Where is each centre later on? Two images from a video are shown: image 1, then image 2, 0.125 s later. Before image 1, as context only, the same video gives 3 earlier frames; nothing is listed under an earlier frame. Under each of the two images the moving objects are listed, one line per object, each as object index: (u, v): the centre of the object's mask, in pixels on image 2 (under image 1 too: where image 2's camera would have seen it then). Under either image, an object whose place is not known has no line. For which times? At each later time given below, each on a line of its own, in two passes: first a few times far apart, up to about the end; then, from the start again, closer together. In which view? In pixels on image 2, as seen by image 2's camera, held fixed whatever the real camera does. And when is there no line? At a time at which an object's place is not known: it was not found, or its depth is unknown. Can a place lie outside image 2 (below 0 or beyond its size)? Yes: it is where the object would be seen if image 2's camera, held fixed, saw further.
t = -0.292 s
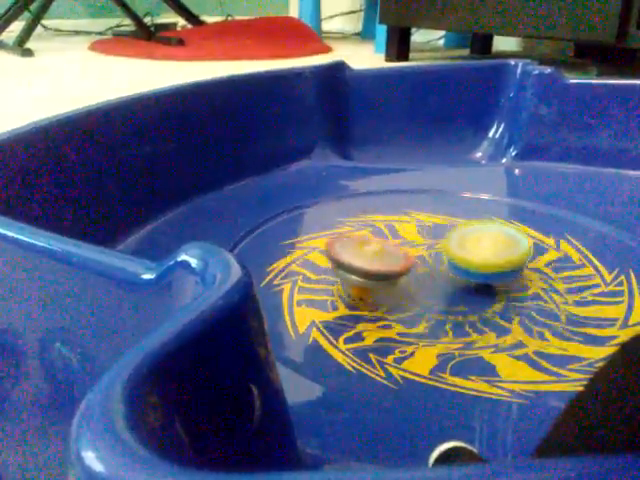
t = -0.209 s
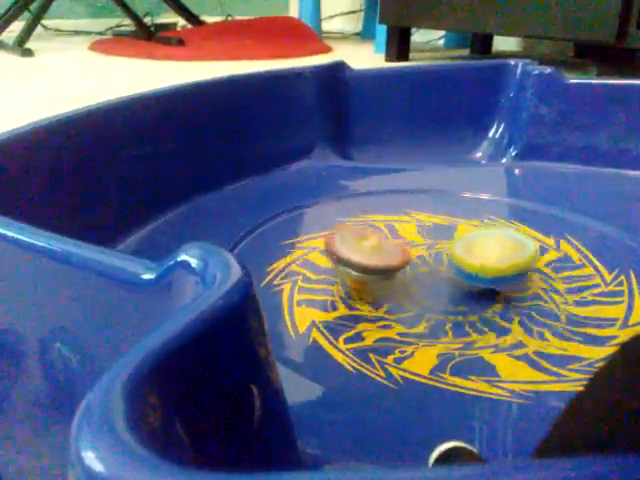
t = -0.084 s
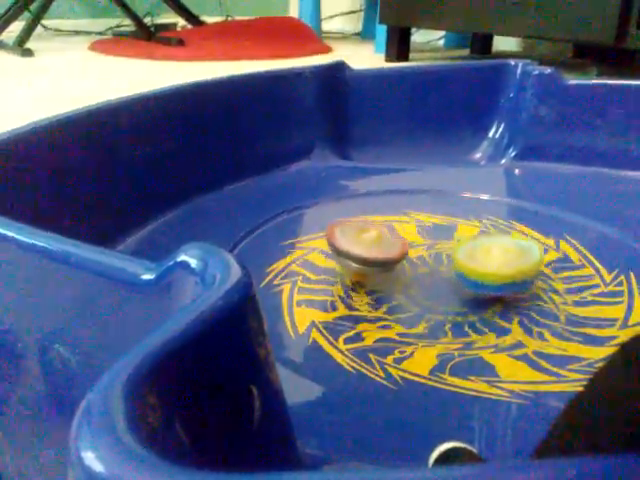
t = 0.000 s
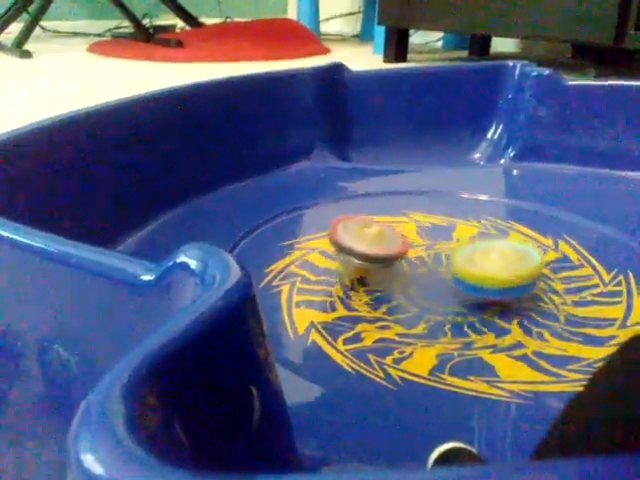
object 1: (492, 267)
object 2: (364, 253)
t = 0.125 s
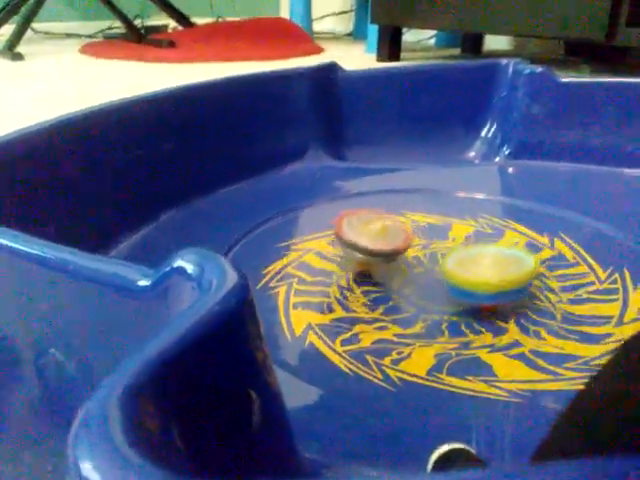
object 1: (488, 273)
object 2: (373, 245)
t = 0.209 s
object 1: (483, 276)
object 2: (380, 242)
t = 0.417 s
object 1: (457, 280)
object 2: (405, 228)
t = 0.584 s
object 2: (428, 224)
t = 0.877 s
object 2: (471, 233)
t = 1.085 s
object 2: (500, 243)
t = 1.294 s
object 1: (410, 247)
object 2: (520, 253)
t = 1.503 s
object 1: (429, 244)
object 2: (530, 270)
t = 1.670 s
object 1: (448, 243)
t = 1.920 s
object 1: (467, 241)
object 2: (505, 303)
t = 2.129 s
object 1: (468, 238)
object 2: (485, 306)
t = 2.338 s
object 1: (466, 241)
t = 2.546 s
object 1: (464, 247)
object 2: (427, 287)
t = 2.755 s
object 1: (488, 237)
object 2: (379, 283)
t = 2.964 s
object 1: (499, 235)
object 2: (375, 272)
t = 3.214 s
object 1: (497, 243)
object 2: (395, 252)
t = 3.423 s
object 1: (523, 261)
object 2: (398, 240)
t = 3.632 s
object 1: (519, 275)
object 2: (426, 234)
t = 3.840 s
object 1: (483, 281)
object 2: (453, 231)
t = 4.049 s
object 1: (440, 277)
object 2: (489, 240)
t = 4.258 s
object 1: (410, 263)
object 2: (506, 251)
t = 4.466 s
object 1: (410, 247)
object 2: (509, 265)
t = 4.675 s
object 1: (433, 237)
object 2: (495, 278)
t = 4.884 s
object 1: (465, 236)
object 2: (466, 285)
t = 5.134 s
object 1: (494, 257)
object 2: (424, 286)
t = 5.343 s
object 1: (487, 270)
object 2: (403, 284)
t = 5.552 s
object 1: (495, 278)
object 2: (373, 261)
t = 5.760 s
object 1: (474, 281)
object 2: (383, 250)
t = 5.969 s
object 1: (456, 279)
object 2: (398, 237)
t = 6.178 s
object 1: (456, 282)
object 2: (422, 223)
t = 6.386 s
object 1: (451, 277)
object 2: (451, 221)
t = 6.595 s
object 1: (425, 281)
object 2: (489, 229)
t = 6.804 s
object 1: (373, 287)
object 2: (519, 231)
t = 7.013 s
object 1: (371, 276)
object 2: (512, 246)
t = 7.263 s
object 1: (399, 268)
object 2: (492, 259)
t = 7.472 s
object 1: (396, 275)
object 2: (485, 255)
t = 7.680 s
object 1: (378, 276)
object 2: (478, 246)
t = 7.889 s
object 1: (383, 271)
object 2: (471, 235)
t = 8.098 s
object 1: (410, 272)
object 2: (472, 230)
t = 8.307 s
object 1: (435, 283)
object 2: (470, 229)
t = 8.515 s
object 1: (437, 291)
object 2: (460, 237)
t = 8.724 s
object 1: (427, 287)
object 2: (446, 240)
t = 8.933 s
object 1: (424, 286)
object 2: (435, 236)
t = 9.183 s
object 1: (441, 288)
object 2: (419, 230)
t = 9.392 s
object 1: (459, 288)
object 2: (417, 229)
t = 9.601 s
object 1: (476, 286)
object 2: (419, 236)
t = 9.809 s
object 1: (489, 285)
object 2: (419, 245)
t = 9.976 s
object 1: (495, 282)
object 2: (417, 252)
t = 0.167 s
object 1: (485, 274)
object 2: (376, 242)
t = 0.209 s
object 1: (483, 276)
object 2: (380, 242)
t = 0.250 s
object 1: (478, 277)
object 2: (384, 241)
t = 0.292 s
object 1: (473, 278)
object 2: (389, 238)
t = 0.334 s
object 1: (468, 279)
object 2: (394, 236)
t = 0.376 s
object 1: (463, 280)
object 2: (398, 233)
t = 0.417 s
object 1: (457, 280)
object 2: (405, 228)
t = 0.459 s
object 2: (408, 228)
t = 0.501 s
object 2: (412, 230)
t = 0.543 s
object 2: (421, 226)
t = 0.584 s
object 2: (428, 224)
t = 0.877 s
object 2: (471, 233)
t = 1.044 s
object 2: (494, 244)
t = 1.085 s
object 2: (500, 243)
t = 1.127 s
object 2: (504, 243)
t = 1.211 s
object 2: (515, 246)
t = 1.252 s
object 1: (408, 248)
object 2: (518, 251)
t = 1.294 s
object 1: (410, 247)
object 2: (520, 253)
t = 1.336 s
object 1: (412, 247)
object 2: (523, 256)
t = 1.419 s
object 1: (421, 245)
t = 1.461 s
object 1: (425, 244)
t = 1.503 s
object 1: (429, 244)
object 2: (530, 270)
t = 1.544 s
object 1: (434, 243)
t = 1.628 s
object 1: (444, 244)
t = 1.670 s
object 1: (448, 243)
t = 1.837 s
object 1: (461, 244)
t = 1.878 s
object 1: (466, 242)
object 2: (508, 298)
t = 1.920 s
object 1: (467, 241)
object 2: (505, 303)
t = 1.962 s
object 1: (467, 240)
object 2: (501, 303)
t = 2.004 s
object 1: (468, 239)
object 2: (498, 304)
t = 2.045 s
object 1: (469, 239)
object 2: (495, 305)
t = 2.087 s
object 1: (468, 239)
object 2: (490, 305)
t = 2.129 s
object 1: (468, 238)
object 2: (485, 306)
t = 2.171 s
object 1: (468, 238)
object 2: (481, 306)
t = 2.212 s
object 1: (468, 239)
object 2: (475, 305)
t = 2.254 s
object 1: (468, 240)
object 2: (467, 304)
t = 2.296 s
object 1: (468, 241)
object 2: (462, 300)
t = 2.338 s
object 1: (466, 241)
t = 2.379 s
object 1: (466, 242)
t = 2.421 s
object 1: (464, 243)
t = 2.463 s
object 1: (463, 244)
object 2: (439, 292)
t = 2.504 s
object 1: (463, 246)
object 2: (432, 288)
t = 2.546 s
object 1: (464, 247)
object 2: (427, 287)
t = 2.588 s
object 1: (469, 247)
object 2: (412, 291)
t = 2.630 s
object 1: (476, 244)
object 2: (397, 291)
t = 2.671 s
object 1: (482, 243)
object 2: (391, 291)
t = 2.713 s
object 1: (485, 242)
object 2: (386, 289)
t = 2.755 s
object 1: (488, 237)
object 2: (379, 283)
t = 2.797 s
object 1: (490, 237)
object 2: (377, 281)
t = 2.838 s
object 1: (493, 235)
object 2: (375, 278)
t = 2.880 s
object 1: (496, 235)
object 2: (375, 277)
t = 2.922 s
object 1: (498, 234)
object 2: (374, 273)
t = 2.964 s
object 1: (499, 235)
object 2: (375, 272)
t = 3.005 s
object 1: (500, 236)
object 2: (378, 265)
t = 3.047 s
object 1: (500, 236)
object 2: (380, 263)
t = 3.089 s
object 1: (500, 238)
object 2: (383, 262)
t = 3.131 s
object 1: (499, 239)
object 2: (386, 257)
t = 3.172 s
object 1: (499, 241)
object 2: (390, 255)
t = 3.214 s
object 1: (497, 243)
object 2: (395, 252)
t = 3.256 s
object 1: (493, 246)
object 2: (402, 253)
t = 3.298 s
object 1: (492, 247)
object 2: (405, 252)
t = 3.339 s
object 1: (504, 253)
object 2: (397, 243)
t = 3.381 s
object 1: (518, 257)
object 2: (395, 242)
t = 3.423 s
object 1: (523, 261)
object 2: (398, 240)
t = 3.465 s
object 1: (526, 264)
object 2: (402, 238)
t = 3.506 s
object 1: (526, 267)
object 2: (409, 237)
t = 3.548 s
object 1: (525, 270)
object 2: (414, 236)
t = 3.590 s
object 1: (523, 273)
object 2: (419, 236)
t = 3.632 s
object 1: (519, 275)
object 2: (426, 234)
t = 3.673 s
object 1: (515, 276)
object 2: (432, 233)
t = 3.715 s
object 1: (507, 278)
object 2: (437, 233)
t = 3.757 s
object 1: (500, 281)
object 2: (443, 231)
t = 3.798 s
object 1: (493, 281)
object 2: (448, 231)
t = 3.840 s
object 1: (483, 281)
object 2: (453, 231)
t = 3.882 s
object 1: (474, 281)
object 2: (461, 231)
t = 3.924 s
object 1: (466, 280)
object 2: (468, 230)
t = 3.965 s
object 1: (457, 280)
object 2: (476, 232)
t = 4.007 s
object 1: (447, 278)
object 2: (482, 233)
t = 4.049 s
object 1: (440, 277)
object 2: (489, 240)
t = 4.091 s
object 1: (432, 274)
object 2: (492, 241)
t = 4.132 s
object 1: (424, 272)
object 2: (495, 244)
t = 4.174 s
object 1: (420, 269)
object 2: (498, 245)
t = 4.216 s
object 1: (414, 267)
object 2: (502, 248)
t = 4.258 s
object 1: (410, 263)
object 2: (506, 251)
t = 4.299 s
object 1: (409, 259)
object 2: (507, 253)
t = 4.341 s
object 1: (407, 255)
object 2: (509, 256)
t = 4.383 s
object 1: (407, 252)
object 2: (511, 259)
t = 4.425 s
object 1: (408, 250)
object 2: (510, 262)
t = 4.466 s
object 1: (410, 247)
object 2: (509, 265)
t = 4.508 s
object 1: (414, 244)
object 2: (508, 269)
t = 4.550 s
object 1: (418, 242)
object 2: (507, 271)
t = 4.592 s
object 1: (422, 240)
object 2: (503, 274)
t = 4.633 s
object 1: (427, 238)
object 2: (497, 278)
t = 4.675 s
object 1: (433, 237)
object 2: (495, 278)
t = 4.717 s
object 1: (439, 237)
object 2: (492, 279)
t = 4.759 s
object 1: (445, 236)
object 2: (487, 281)
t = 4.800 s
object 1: (451, 235)
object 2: (481, 283)
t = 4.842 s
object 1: (458, 236)
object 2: (473, 284)
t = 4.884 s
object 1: (465, 236)
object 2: (466, 285)
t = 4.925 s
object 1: (469, 238)
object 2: (461, 286)
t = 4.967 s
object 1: (478, 240)
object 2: (454, 286)
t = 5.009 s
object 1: (484, 245)
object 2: (441, 287)
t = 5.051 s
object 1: (488, 248)
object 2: (435, 287)
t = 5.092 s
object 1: (491, 253)
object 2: (429, 287)
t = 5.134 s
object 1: (494, 257)
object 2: (424, 286)
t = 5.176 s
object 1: (494, 259)
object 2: (418, 286)
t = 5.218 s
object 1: (493, 262)
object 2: (413, 286)
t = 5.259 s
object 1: (492, 265)
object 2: (410, 285)
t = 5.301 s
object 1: (490, 267)
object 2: (406, 284)
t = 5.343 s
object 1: (487, 270)
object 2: (403, 284)
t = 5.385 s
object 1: (489, 272)
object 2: (396, 281)
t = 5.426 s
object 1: (494, 274)
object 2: (381, 274)
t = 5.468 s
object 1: (497, 275)
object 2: (378, 271)
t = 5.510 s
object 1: (497, 277)
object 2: (377, 267)
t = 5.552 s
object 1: (495, 278)
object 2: (373, 261)
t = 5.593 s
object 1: (492, 279)
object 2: (373, 260)
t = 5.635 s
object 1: (489, 280)
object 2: (374, 256)
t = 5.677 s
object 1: (485, 280)
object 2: (376, 254)
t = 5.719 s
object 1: (479, 280)
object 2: (379, 253)
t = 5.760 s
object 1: (474, 281)
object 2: (383, 250)
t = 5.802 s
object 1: (468, 280)
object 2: (388, 251)
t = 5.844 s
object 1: (463, 278)
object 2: (389, 245)
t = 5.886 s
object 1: (458, 278)
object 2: (393, 242)
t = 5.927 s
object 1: (456, 277)
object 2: (396, 242)
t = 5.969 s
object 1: (456, 279)
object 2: (398, 237)
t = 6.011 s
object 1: (457, 282)
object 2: (404, 227)
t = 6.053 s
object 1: (458, 282)
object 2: (408, 226)
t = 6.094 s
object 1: (457, 282)
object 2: (413, 223)
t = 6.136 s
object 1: (456, 282)
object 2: (418, 222)
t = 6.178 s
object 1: (456, 282)
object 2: (422, 223)
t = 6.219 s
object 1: (455, 282)
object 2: (427, 223)
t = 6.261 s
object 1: (454, 281)
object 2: (434, 220)
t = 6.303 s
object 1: (452, 280)
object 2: (439, 220)
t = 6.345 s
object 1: (451, 278)
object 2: (445, 221)
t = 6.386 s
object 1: (451, 277)
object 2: (451, 221)
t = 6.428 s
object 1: (450, 275)
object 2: (458, 222)
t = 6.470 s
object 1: (450, 274)
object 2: (462, 223)
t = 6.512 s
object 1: (450, 272)
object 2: (467, 225)
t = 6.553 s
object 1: (444, 273)
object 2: (473, 226)
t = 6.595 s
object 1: (425, 281)
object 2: (489, 229)
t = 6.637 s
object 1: (405, 285)
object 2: (506, 223)
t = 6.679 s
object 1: (390, 287)
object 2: (515, 225)
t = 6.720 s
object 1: (382, 288)
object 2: (518, 228)
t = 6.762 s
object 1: (378, 288)
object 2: (519, 228)
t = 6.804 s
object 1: (373, 287)
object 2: (519, 231)
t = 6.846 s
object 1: (371, 284)
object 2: (520, 234)
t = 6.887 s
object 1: (370, 283)
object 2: (520, 237)
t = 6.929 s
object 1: (368, 281)
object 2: (518, 240)
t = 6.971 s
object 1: (369, 278)
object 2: (516, 243)
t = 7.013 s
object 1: (371, 276)
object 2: (512, 246)
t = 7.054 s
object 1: (375, 274)
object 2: (506, 252)
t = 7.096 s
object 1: (380, 274)
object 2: (502, 255)
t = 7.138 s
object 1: (388, 271)
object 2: (496, 257)
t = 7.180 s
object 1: (397, 271)
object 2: (491, 260)
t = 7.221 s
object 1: (403, 268)
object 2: (490, 260)
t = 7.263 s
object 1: (399, 268)
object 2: (492, 259)
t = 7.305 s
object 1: (399, 268)
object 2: (493, 260)
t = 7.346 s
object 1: (403, 269)
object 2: (491, 260)
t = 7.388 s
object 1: (405, 270)
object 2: (488, 259)
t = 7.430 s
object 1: (405, 270)
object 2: (485, 259)
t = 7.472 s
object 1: (396, 275)
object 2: (485, 255)
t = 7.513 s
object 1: (389, 275)
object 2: (486, 253)
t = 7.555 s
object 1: (387, 277)
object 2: (485, 253)
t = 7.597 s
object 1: (385, 277)
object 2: (482, 249)
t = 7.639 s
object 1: (380, 277)
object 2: (481, 248)
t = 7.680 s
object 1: (378, 276)
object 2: (478, 246)
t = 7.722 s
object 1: (377, 276)
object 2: (476, 243)
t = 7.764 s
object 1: (377, 274)
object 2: (475, 243)
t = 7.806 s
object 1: (377, 274)
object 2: (473, 239)
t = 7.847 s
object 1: (379, 273)
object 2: (472, 236)
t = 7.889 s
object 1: (383, 271)
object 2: (471, 235)
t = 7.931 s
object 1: (388, 270)
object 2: (470, 235)
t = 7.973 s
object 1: (391, 270)
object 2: (470, 233)
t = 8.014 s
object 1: (398, 270)
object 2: (470, 232)
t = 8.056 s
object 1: (404, 270)
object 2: (471, 231)
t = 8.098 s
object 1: (410, 272)
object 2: (472, 230)
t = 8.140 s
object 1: (417, 273)
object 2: (472, 229)
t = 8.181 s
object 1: (423, 276)
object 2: (472, 229)
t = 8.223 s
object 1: (429, 278)
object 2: (472, 228)
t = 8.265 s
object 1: (431, 280)
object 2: (471, 228)
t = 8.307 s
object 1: (435, 283)
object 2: (470, 229)
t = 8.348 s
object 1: (436, 285)
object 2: (468, 230)
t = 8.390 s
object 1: (438, 287)
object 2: (466, 231)
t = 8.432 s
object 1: (439, 289)
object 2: (465, 233)
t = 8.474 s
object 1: (438, 290)
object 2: (462, 236)
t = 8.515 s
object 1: (437, 291)
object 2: (460, 237)
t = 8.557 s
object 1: (434, 292)
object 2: (459, 239)
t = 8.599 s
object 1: (431, 291)
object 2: (454, 240)
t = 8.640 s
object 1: (428, 290)
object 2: (454, 241)
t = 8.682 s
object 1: (427, 289)
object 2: (450, 241)
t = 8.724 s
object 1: (427, 287)
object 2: (446, 240)
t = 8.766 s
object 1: (428, 285)
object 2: (443, 239)
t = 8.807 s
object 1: (429, 284)
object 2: (439, 237)
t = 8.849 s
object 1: (426, 286)
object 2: (438, 237)
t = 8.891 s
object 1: (424, 287)
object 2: (438, 236)
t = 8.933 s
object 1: (424, 286)
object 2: (435, 236)
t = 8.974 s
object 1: (428, 288)
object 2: (430, 235)
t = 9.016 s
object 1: (430, 288)
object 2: (427, 235)
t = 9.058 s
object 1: (432, 288)
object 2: (425, 233)
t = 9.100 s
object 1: (434, 288)
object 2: (422, 232)
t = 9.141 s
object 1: (435, 288)
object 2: (420, 231)
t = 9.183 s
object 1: (441, 288)
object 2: (419, 230)
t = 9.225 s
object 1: (444, 287)
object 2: (417, 230)
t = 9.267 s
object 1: (448, 288)
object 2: (417, 229)
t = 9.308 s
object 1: (450, 288)
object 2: (417, 229)
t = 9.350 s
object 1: (455, 287)
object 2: (416, 230)
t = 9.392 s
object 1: (459, 288)
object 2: (417, 229)
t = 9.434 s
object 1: (462, 288)
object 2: (416, 231)
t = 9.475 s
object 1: (465, 287)
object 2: (416, 232)
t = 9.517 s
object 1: (469, 286)
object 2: (417, 232)
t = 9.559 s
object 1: (473, 287)
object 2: (418, 235)
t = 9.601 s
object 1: (476, 286)
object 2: (419, 236)
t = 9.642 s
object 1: (479, 286)
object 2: (419, 237)
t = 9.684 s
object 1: (482, 286)
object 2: (419, 240)
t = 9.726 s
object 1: (486, 287)
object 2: (419, 241)
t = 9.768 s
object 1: (487, 286)
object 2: (419, 242)
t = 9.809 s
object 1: (489, 285)
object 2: (419, 245)
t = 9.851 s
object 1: (491, 285)
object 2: (418, 247)
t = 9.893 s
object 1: (493, 284)
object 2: (418, 248)
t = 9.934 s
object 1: (494, 284)
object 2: (417, 250)
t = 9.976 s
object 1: (495, 282)
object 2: (417, 252)
